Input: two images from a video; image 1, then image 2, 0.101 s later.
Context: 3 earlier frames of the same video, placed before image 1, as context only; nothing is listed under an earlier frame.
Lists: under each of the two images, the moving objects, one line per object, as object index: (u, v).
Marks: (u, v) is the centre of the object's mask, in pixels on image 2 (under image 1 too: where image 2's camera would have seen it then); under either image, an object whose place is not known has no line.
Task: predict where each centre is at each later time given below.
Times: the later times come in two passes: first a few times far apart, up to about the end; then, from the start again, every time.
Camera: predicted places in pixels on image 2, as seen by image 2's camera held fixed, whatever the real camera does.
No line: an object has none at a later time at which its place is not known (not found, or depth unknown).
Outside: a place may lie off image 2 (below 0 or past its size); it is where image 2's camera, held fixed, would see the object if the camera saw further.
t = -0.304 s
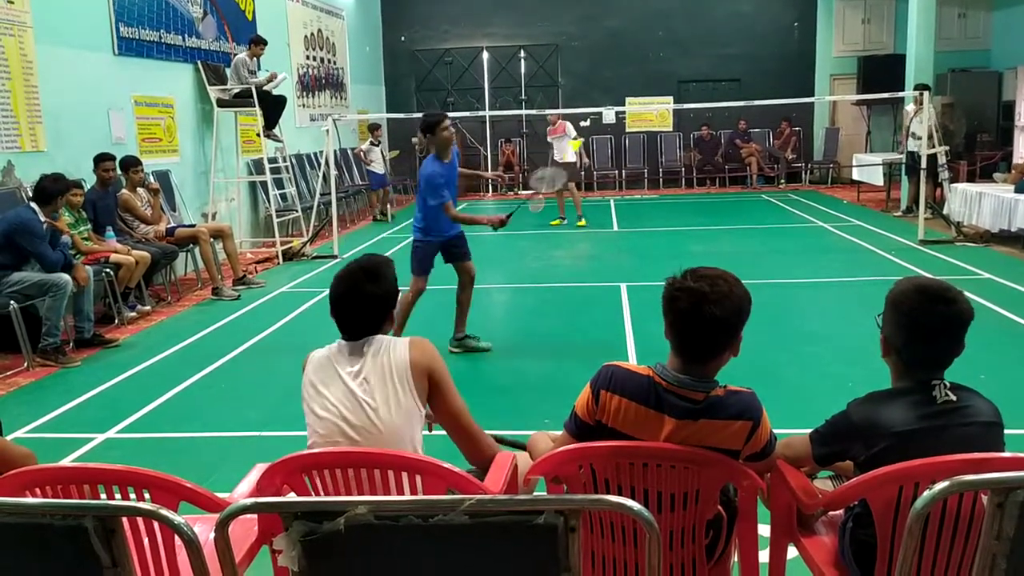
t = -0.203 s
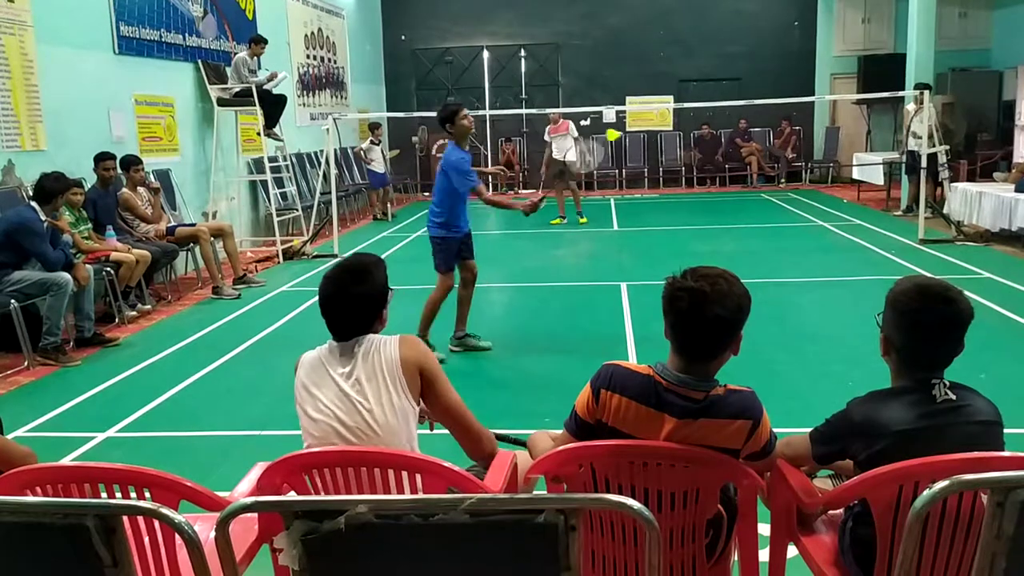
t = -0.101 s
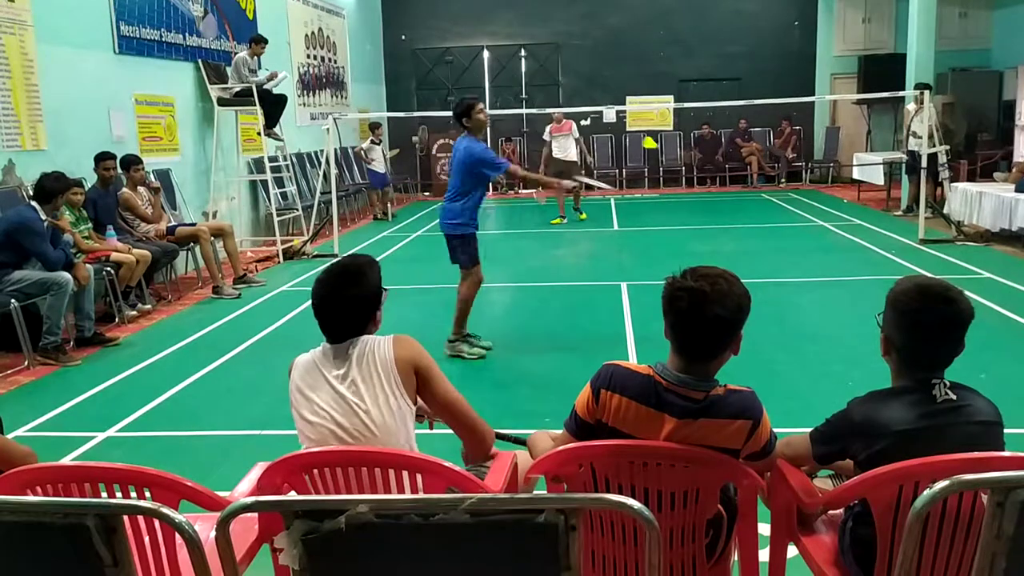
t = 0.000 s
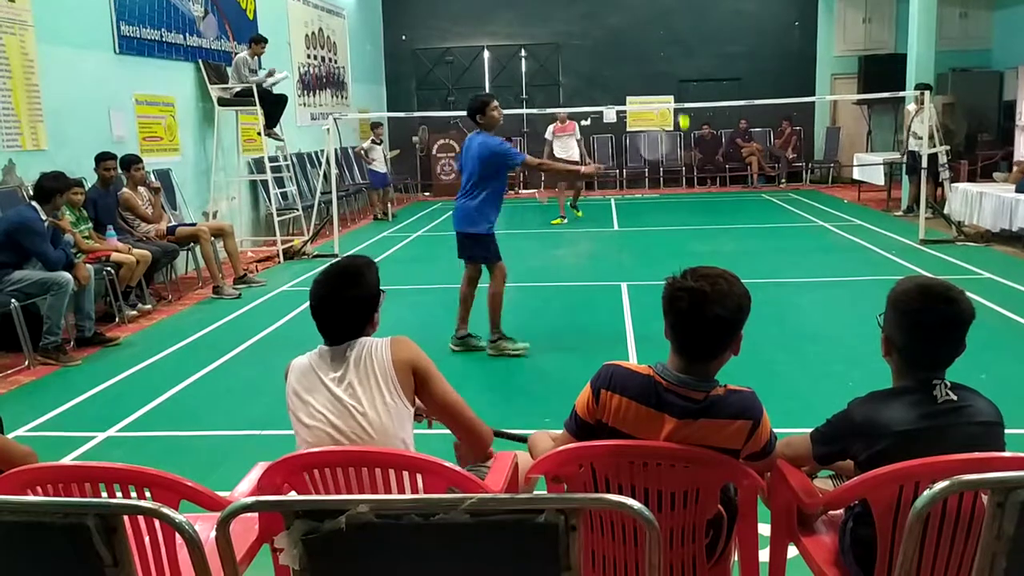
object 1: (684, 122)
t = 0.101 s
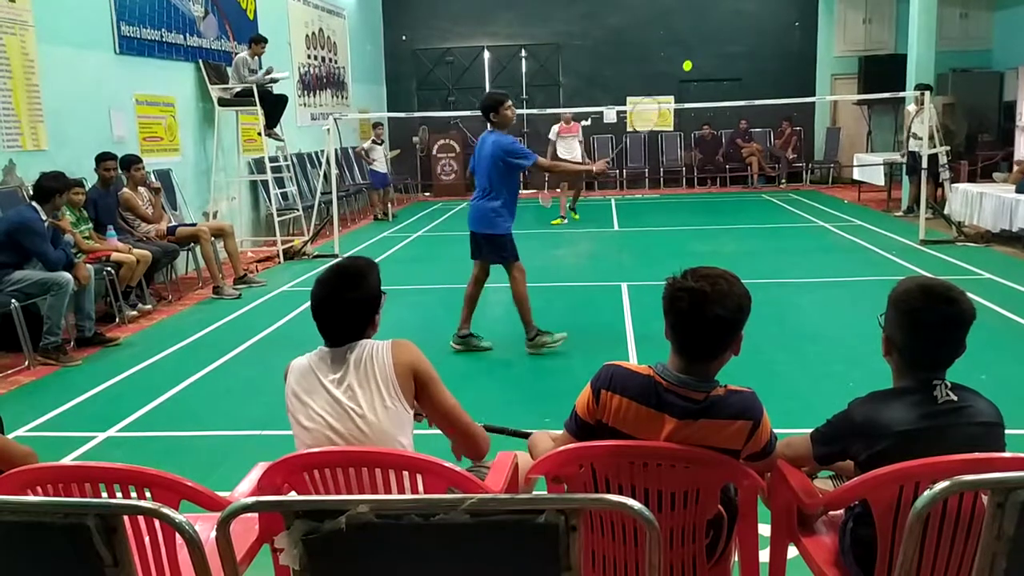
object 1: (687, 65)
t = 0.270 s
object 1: (693, 39)
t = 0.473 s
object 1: (699, 52)
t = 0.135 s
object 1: (688, 56)
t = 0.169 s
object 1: (690, 49)
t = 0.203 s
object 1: (691, 44)
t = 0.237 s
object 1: (692, 41)
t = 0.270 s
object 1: (693, 39)
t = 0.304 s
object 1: (694, 39)
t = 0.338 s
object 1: (695, 40)
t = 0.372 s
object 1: (696, 42)
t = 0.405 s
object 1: (697, 45)
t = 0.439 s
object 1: (698, 48)
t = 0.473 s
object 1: (699, 52)
